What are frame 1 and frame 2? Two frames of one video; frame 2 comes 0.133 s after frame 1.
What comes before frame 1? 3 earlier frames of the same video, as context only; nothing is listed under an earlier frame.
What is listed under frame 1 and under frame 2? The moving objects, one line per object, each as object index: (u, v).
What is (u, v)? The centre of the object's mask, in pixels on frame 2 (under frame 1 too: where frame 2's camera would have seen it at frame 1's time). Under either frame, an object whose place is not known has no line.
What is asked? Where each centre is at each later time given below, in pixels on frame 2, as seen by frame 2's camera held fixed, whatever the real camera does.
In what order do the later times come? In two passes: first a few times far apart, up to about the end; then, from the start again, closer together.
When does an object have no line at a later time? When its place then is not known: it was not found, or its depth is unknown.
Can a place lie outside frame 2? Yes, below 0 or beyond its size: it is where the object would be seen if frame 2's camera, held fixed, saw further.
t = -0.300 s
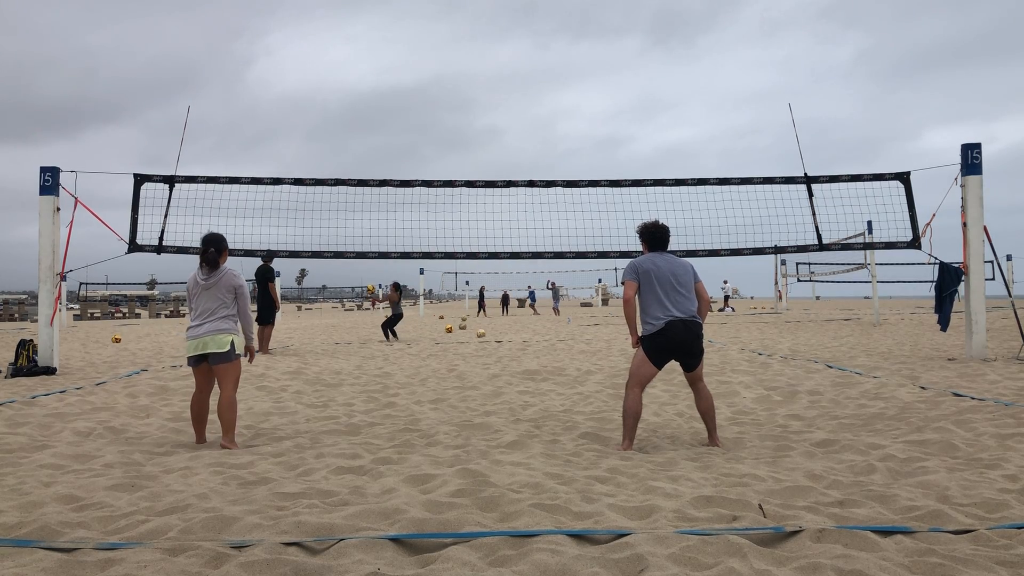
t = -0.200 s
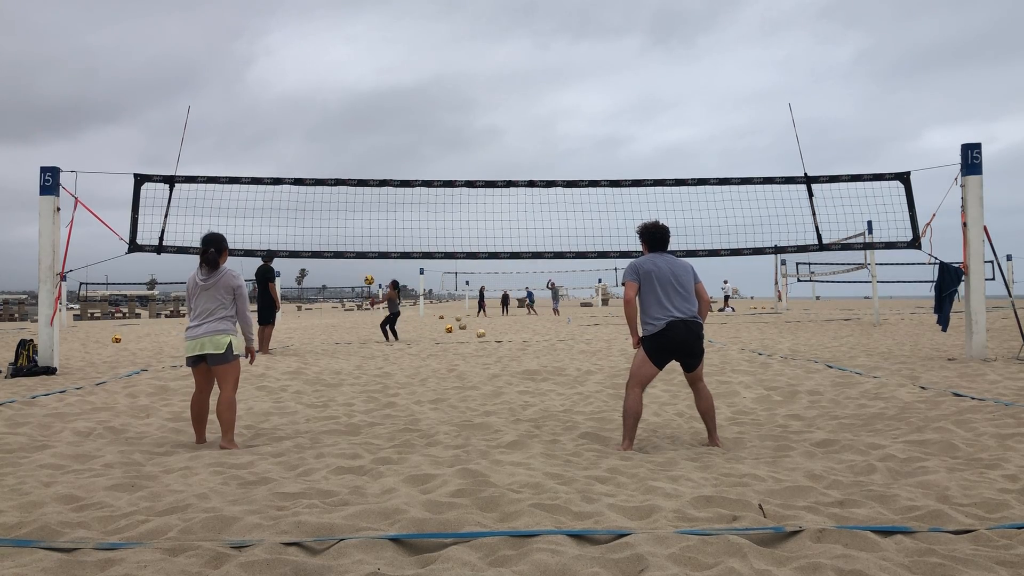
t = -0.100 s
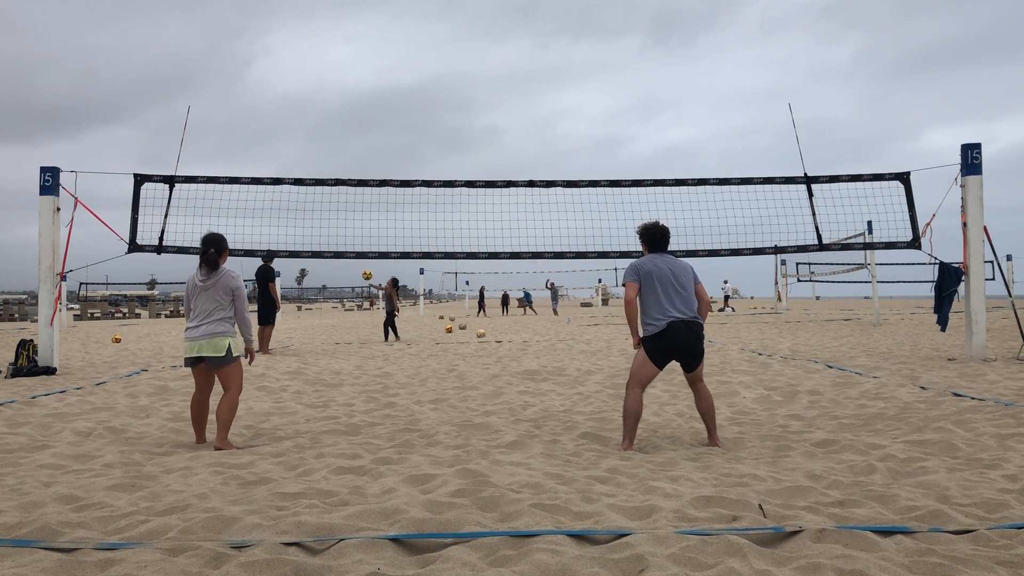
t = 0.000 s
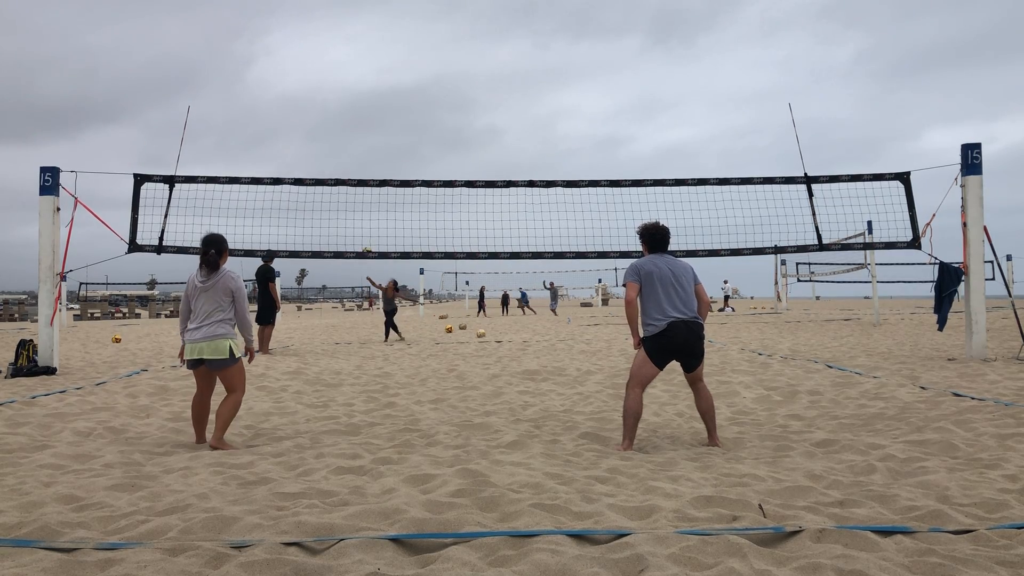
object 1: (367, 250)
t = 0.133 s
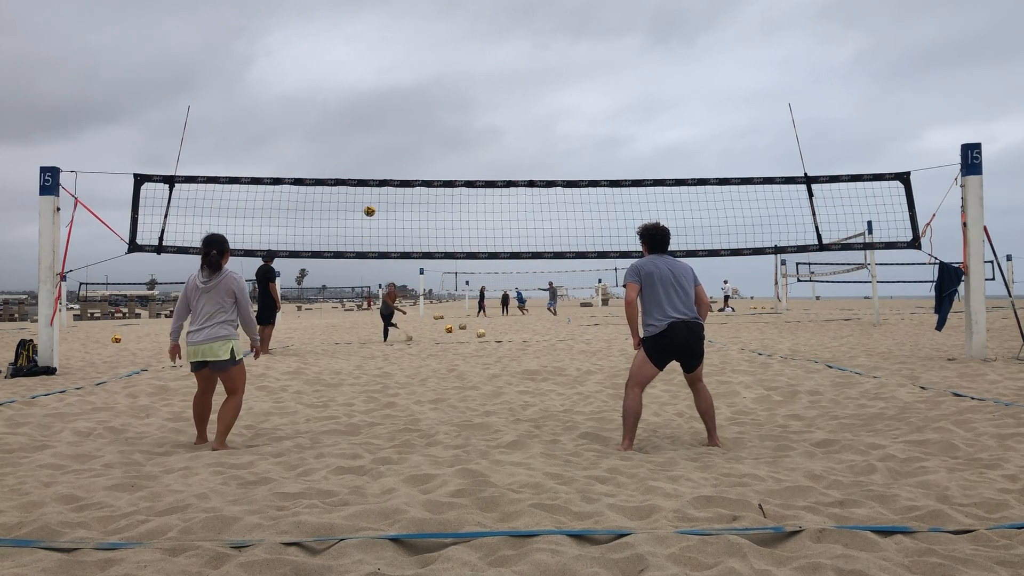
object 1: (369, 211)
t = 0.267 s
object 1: (373, 172)
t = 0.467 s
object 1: (381, 121)
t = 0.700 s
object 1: (395, 76)
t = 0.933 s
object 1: (412, 55)
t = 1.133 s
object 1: (431, 77)
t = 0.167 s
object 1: (370, 201)
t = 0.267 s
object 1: (373, 172)
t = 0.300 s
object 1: (374, 163)
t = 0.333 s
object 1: (375, 154)
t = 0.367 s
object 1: (377, 146)
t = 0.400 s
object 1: (378, 137)
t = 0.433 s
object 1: (380, 129)
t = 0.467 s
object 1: (381, 121)
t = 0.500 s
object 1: (383, 114)
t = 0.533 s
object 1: (385, 106)
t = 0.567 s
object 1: (387, 99)
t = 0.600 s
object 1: (389, 93)
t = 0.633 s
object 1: (391, 87)
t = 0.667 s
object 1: (393, 81)
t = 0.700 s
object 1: (395, 76)
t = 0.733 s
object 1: (397, 71)
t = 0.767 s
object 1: (399, 66)
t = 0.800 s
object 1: (402, 63)
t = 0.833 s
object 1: (404, 60)
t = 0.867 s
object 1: (407, 57)
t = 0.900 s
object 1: (409, 56)
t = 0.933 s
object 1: (412, 55)
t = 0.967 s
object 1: (415, 56)
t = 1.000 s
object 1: (418, 57)
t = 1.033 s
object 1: (421, 60)
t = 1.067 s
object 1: (424, 64)
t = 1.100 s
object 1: (427, 69)
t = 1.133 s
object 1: (431, 77)
